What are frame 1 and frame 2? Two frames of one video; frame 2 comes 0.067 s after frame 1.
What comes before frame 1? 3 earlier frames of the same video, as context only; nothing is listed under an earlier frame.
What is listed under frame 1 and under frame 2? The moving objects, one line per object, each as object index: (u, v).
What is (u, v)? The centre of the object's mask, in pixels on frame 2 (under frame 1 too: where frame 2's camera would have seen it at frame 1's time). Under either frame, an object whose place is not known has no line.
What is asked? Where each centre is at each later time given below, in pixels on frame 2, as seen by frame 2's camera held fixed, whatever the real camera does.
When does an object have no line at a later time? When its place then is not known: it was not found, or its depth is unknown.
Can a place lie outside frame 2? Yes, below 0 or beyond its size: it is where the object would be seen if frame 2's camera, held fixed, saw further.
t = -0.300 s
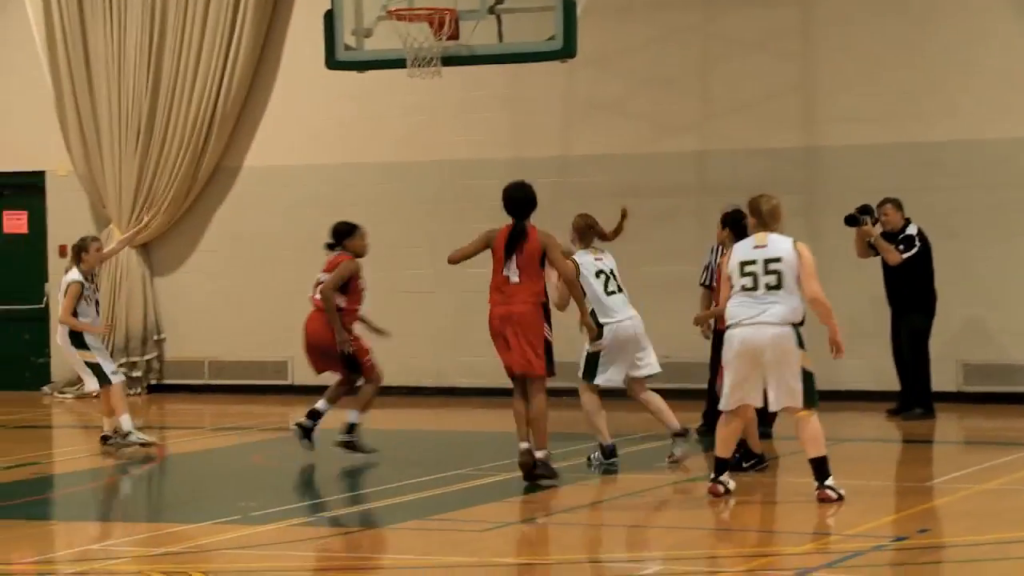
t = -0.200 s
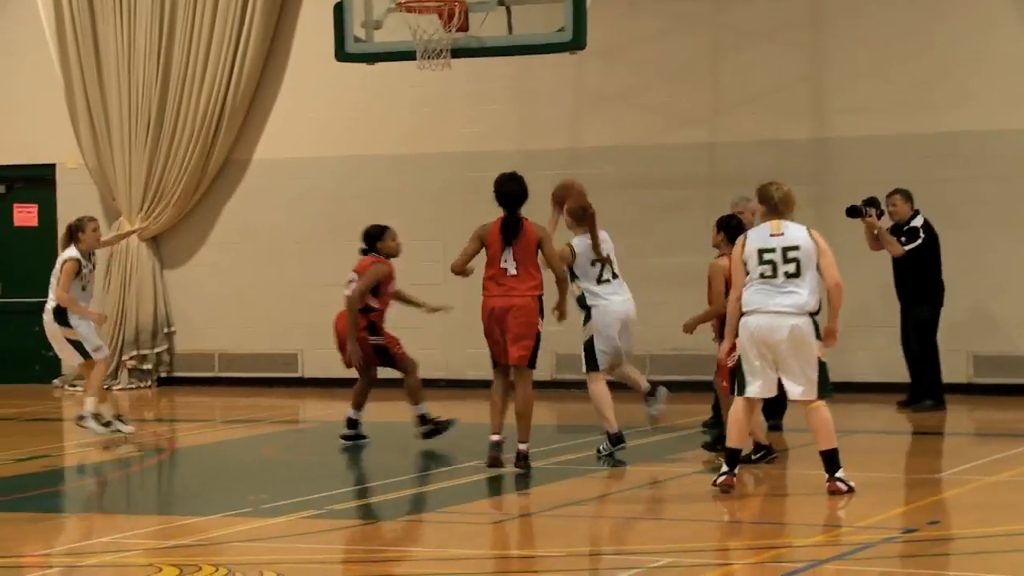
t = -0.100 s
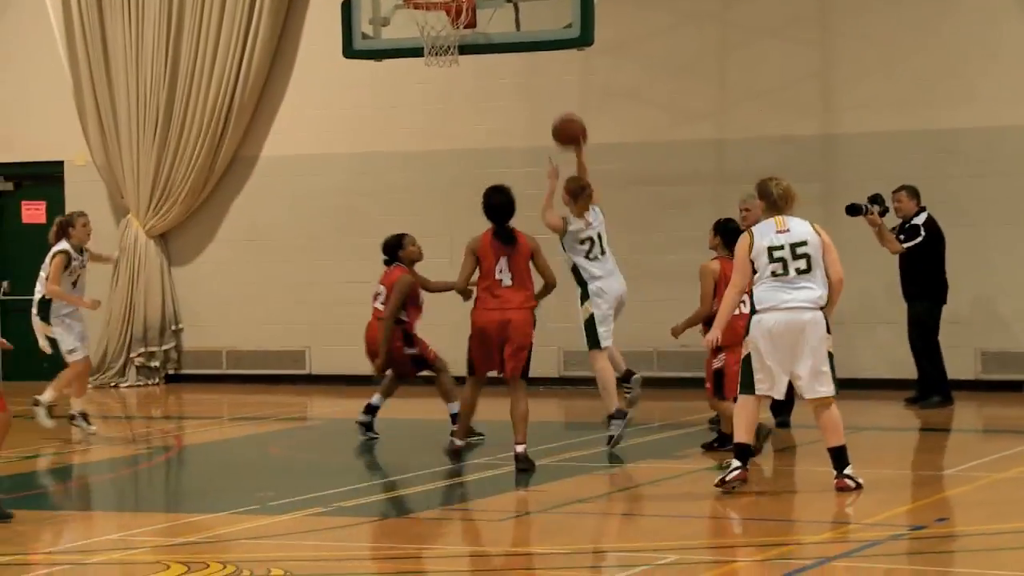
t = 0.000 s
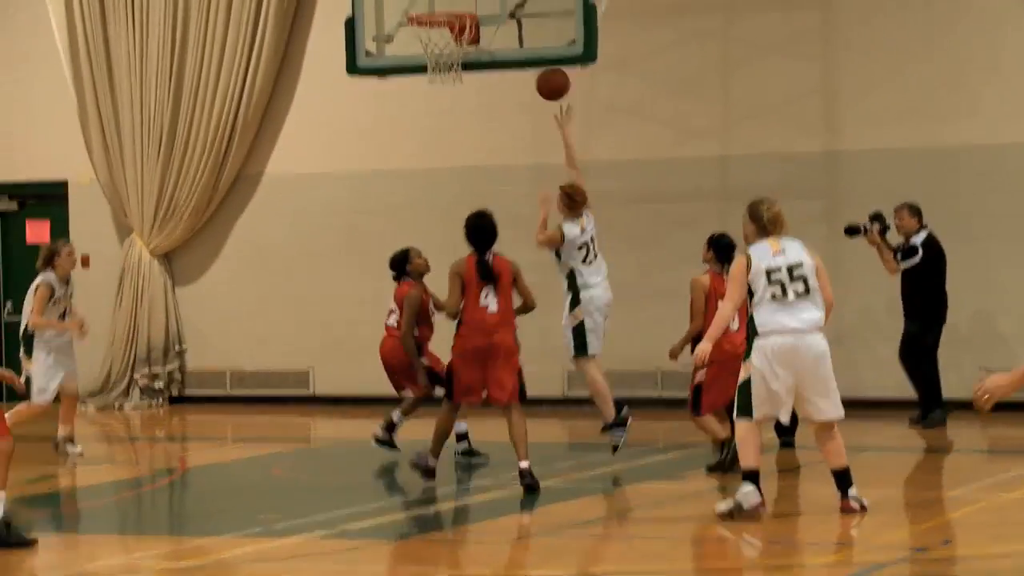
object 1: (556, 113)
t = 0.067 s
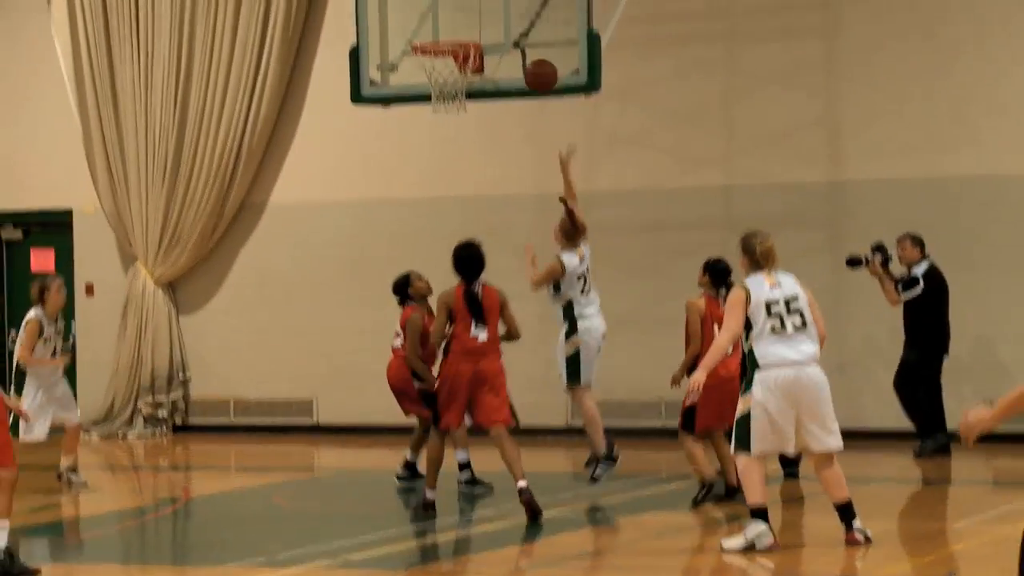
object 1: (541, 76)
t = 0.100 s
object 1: (533, 60)
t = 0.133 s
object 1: (526, 46)
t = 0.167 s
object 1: (518, 33)
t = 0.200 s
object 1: (511, 22)
